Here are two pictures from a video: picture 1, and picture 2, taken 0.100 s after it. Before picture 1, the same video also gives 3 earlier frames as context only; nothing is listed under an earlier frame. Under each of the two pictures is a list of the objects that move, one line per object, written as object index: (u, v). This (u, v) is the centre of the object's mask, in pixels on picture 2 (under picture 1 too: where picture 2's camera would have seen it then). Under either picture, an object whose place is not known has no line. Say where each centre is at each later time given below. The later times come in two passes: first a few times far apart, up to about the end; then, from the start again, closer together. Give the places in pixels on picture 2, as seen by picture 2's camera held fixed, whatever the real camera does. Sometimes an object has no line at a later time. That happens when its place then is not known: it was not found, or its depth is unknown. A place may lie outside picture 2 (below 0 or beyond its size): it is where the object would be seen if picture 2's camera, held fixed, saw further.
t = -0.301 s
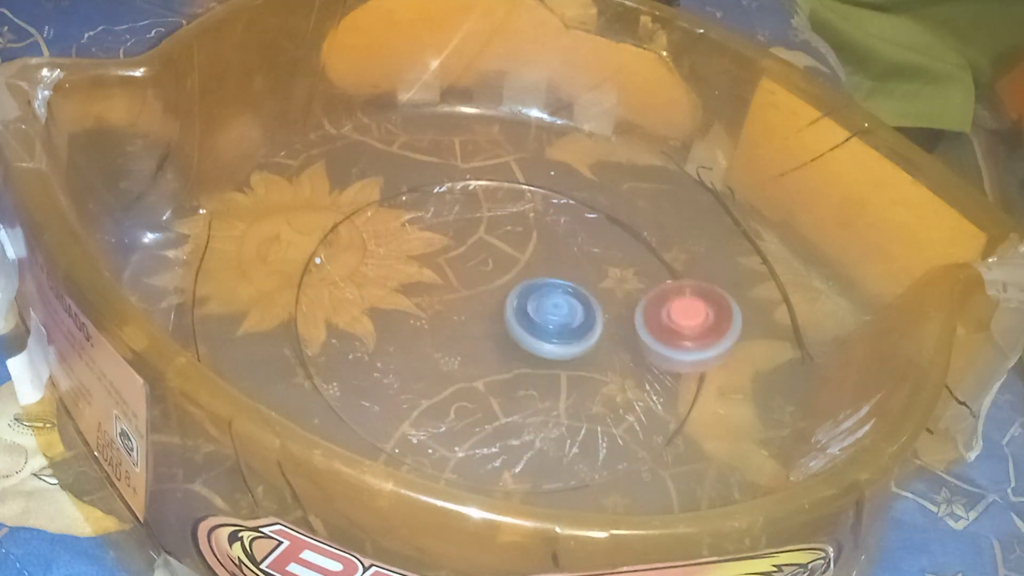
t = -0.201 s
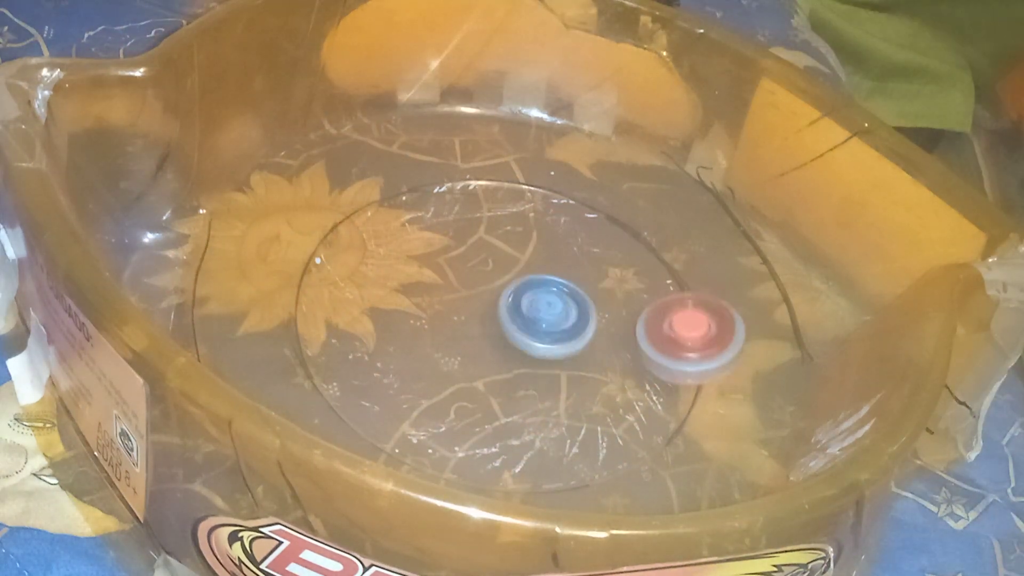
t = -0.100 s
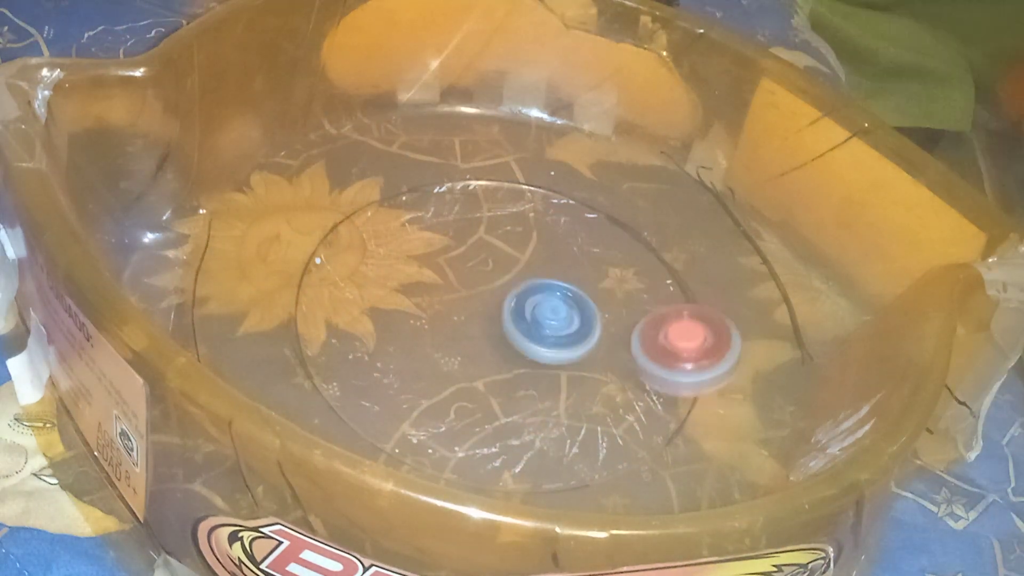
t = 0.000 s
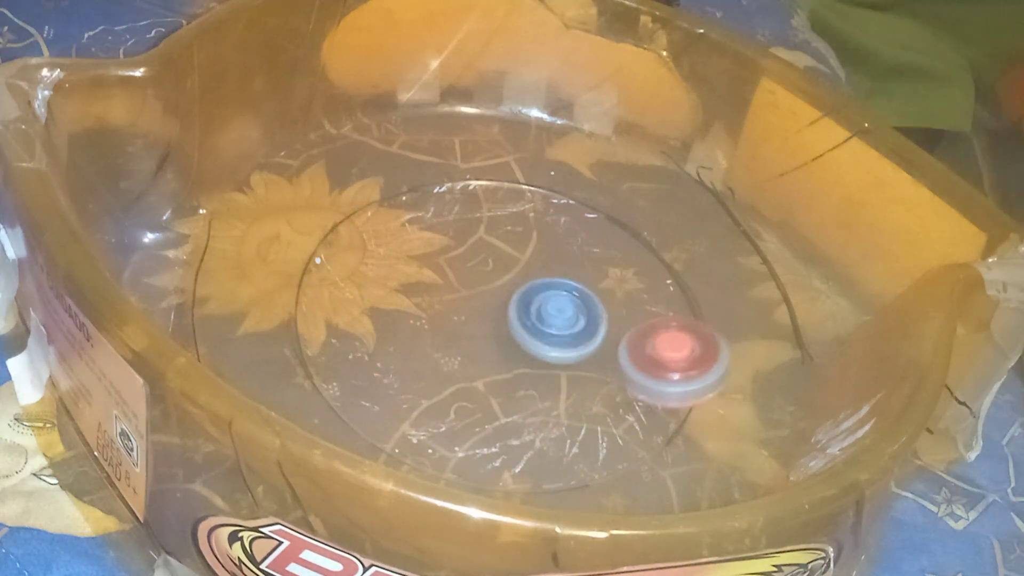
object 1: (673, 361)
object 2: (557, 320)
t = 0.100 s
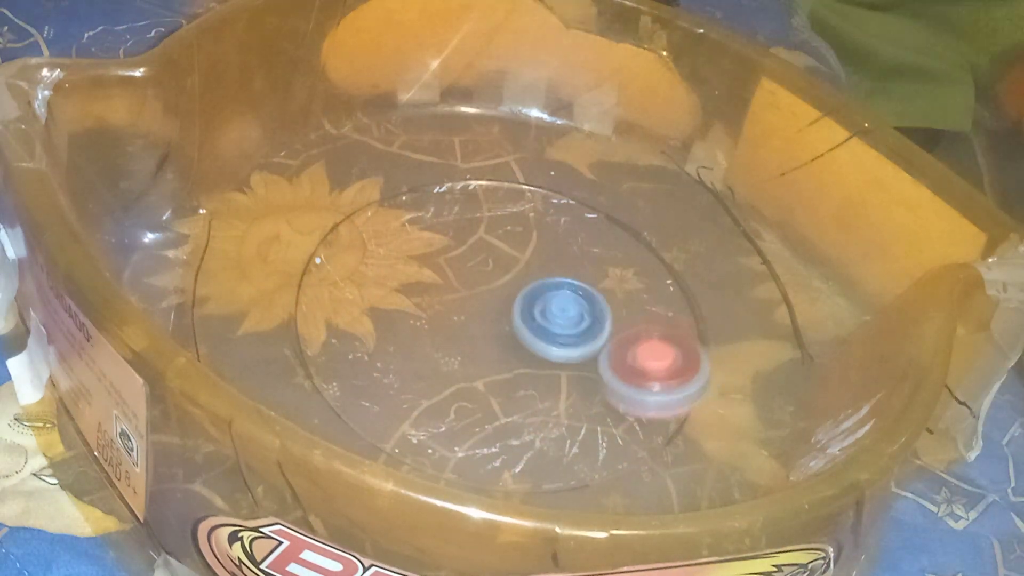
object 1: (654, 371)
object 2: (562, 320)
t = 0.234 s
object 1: (646, 405)
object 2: (534, 295)
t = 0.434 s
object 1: (603, 424)
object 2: (516, 286)
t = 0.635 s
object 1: (555, 418)
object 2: (533, 300)
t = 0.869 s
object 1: (507, 392)
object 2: (575, 317)
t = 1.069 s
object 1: (479, 349)
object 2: (612, 328)
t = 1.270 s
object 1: (469, 307)
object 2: (633, 330)
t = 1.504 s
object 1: (486, 269)
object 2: (613, 324)
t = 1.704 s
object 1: (517, 254)
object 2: (582, 329)
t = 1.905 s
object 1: (559, 256)
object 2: (554, 339)
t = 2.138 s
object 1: (612, 278)
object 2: (540, 356)
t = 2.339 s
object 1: (650, 306)
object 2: (554, 354)
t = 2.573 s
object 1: (672, 338)
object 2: (564, 335)
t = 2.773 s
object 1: (661, 361)
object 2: (562, 319)
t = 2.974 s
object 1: (623, 382)
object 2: (554, 312)
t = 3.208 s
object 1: (589, 419)
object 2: (534, 288)
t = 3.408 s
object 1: (548, 412)
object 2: (536, 288)
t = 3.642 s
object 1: (507, 381)
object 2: (564, 299)
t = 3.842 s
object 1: (486, 339)
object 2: (590, 311)
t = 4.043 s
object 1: (486, 301)
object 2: (610, 324)
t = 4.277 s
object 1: (514, 272)
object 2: (618, 337)
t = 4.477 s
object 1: (555, 266)
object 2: (608, 342)
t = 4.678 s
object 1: (598, 262)
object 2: (588, 358)
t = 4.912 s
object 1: (634, 277)
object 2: (557, 359)
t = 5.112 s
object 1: (654, 304)
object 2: (543, 346)
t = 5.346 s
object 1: (663, 337)
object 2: (551, 339)
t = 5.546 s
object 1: (660, 361)
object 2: (550, 330)
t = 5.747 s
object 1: (643, 386)
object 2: (550, 317)
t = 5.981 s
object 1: (597, 393)
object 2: (558, 313)
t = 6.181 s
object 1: (550, 383)
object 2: (558, 312)
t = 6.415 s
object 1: (511, 353)
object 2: (554, 296)
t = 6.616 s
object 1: (491, 317)
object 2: (557, 288)
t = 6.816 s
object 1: (492, 292)
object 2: (573, 286)
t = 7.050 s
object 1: (510, 275)
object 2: (598, 298)
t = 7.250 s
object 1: (529, 272)
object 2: (610, 314)
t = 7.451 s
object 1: (554, 275)
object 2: (608, 340)
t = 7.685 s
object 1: (598, 287)
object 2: (572, 368)
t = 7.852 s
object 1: (619, 313)
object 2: (551, 363)
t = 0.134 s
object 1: (658, 383)
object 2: (552, 310)
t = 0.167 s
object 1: (657, 394)
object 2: (543, 301)
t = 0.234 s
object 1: (646, 405)
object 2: (534, 295)
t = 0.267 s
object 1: (640, 408)
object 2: (530, 292)
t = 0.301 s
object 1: (632, 413)
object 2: (527, 291)
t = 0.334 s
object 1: (625, 416)
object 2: (523, 288)
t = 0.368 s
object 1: (618, 420)
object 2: (521, 286)
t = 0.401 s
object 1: (611, 422)
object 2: (518, 287)
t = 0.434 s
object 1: (603, 424)
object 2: (516, 286)
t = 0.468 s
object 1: (595, 424)
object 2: (517, 288)
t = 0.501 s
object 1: (587, 424)
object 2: (518, 291)
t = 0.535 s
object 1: (579, 424)
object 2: (520, 292)
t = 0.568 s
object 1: (572, 422)
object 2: (525, 294)
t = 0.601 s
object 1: (563, 420)
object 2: (529, 298)
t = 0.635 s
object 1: (555, 418)
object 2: (533, 300)
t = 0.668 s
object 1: (547, 415)
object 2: (539, 302)
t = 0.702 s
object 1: (538, 413)
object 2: (545, 306)
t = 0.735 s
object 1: (531, 409)
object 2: (550, 309)
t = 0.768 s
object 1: (525, 405)
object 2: (556, 309)
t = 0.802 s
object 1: (518, 401)
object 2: (563, 312)
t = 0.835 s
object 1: (512, 395)
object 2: (569, 316)
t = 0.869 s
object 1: (507, 392)
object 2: (575, 317)
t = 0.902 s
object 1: (500, 385)
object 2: (582, 319)
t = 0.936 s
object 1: (495, 378)
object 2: (589, 322)
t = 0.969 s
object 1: (491, 371)
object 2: (593, 323)
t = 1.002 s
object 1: (486, 364)
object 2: (601, 325)
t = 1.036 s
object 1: (483, 357)
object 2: (607, 328)
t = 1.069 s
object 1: (479, 349)
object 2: (612, 328)
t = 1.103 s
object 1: (476, 342)
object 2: (618, 329)
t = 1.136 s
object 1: (474, 334)
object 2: (623, 331)
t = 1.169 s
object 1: (471, 327)
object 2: (625, 331)
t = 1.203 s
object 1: (470, 320)
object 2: (630, 330)
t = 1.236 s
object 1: (469, 314)
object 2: (632, 331)
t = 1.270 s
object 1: (469, 307)
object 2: (633, 330)
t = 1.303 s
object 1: (470, 301)
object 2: (634, 327)
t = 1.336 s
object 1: (471, 295)
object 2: (633, 327)
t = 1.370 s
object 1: (472, 289)
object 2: (630, 326)
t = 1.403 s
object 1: (475, 283)
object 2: (626, 324)
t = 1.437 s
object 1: (477, 278)
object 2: (623, 323)
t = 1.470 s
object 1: (481, 274)
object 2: (619, 324)
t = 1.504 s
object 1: (486, 269)
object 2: (613, 324)
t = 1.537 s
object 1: (490, 265)
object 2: (610, 324)
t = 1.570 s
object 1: (495, 262)
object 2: (605, 325)
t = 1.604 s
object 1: (500, 259)
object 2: (598, 325)
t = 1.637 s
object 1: (505, 257)
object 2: (592, 326)
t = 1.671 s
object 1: (511, 255)
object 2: (587, 327)
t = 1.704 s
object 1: (517, 254)
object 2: (582, 329)
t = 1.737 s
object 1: (524, 253)
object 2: (576, 329)
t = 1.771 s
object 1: (530, 252)
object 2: (572, 331)
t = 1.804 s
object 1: (537, 252)
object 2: (568, 333)
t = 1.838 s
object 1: (544, 253)
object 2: (561, 335)
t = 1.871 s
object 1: (551, 254)
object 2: (557, 337)
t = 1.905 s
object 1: (559, 256)
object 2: (554, 339)
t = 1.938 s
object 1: (567, 258)
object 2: (549, 342)
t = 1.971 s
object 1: (574, 262)
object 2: (546, 343)
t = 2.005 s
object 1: (582, 265)
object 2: (544, 346)
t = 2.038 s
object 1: (590, 267)
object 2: (541, 349)
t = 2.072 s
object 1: (597, 271)
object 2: (539, 351)
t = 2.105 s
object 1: (605, 274)
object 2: (539, 353)
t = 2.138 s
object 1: (612, 278)
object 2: (540, 356)
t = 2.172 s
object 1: (619, 283)
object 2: (540, 357)
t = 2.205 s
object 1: (626, 287)
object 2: (542, 356)
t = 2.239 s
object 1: (632, 291)
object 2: (546, 357)
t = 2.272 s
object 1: (639, 296)
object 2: (548, 358)
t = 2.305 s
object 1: (645, 302)
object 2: (550, 356)
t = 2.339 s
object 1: (650, 306)
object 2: (554, 354)
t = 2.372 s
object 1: (656, 311)
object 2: (556, 352)
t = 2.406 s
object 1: (660, 316)
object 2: (557, 350)
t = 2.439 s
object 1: (664, 321)
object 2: (558, 347)
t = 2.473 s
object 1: (667, 326)
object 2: (560, 344)
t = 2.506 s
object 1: (669, 330)
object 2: (562, 343)
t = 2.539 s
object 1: (671, 334)
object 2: (562, 340)
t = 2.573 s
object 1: (672, 338)
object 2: (564, 335)
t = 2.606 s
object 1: (672, 343)
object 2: (565, 333)
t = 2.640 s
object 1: (672, 346)
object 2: (564, 329)
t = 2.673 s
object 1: (670, 350)
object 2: (563, 326)
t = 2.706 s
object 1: (668, 355)
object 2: (563, 323)
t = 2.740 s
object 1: (665, 358)
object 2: (564, 321)
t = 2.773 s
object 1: (661, 361)
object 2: (562, 319)
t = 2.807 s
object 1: (656, 365)
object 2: (561, 315)
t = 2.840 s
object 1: (651, 366)
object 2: (560, 314)
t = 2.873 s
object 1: (644, 373)
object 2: (558, 313)
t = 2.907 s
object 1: (638, 377)
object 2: (555, 312)
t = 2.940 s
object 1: (630, 379)
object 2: (554, 312)
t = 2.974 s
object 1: (623, 382)
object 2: (554, 312)
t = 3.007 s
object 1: (624, 397)
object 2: (547, 306)
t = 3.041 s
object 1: (621, 404)
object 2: (542, 298)
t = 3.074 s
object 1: (616, 412)
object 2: (541, 297)
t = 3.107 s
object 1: (610, 414)
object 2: (540, 295)
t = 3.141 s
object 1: (603, 416)
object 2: (537, 293)
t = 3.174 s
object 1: (595, 418)
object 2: (534, 289)
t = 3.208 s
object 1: (589, 419)
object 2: (534, 288)
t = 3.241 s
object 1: (582, 419)
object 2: (533, 287)
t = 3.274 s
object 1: (576, 419)
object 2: (532, 287)
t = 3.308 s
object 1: (569, 418)
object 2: (532, 286)
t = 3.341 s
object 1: (561, 417)
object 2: (534, 286)
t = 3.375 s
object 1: (555, 415)
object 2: (535, 287)
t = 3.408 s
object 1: (548, 412)
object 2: (536, 288)
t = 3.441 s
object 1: (541, 409)
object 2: (539, 288)
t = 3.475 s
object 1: (533, 406)
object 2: (543, 290)
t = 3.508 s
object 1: (527, 402)
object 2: (546, 291)
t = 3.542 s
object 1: (521, 397)
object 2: (549, 294)
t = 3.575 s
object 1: (516, 392)
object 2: (553, 295)
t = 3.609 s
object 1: (511, 387)
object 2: (559, 297)
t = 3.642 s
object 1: (507, 381)
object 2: (564, 299)
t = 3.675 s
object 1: (501, 374)
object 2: (569, 302)
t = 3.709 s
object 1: (497, 367)
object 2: (573, 303)
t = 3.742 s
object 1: (494, 360)
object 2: (578, 304)
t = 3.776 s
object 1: (491, 354)
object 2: (583, 307)
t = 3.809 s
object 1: (488, 347)
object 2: (587, 310)
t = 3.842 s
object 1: (486, 339)
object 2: (590, 311)
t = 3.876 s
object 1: (485, 333)
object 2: (594, 312)
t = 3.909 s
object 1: (484, 326)
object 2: (599, 315)
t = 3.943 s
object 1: (484, 319)
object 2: (602, 318)
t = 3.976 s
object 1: (484, 313)
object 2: (603, 319)
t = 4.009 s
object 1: (485, 307)
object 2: (606, 320)
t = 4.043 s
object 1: (486, 301)
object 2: (610, 324)
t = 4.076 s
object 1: (489, 295)
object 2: (612, 327)
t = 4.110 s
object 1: (491, 290)
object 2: (613, 329)
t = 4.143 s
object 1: (495, 286)
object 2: (615, 331)
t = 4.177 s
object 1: (499, 282)
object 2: (617, 333)
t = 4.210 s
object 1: (504, 278)
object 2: (617, 335)
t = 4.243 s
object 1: (509, 274)
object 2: (617, 337)
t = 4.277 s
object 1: (514, 272)
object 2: (618, 337)
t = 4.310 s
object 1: (520, 269)
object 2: (618, 339)
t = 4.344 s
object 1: (527, 268)
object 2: (617, 340)
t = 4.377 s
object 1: (534, 267)
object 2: (614, 340)
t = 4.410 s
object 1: (541, 267)
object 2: (612, 340)
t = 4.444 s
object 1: (548, 266)
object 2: (610, 341)
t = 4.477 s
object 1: (555, 266)
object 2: (608, 342)
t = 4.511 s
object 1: (562, 266)
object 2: (604, 343)
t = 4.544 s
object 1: (570, 266)
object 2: (600, 344)
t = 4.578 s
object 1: (578, 262)
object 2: (598, 349)
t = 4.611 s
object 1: (585, 261)
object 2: (596, 355)
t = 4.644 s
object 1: (592, 261)
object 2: (592, 357)
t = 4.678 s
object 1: (598, 262)
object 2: (588, 358)
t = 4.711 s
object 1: (604, 263)
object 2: (585, 359)
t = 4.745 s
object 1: (609, 264)
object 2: (582, 361)
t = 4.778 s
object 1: (614, 266)
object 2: (578, 362)
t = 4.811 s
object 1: (620, 268)
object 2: (573, 363)
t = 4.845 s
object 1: (625, 270)
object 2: (568, 362)
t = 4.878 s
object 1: (629, 274)
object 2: (562, 361)
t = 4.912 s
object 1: (634, 277)
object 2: (557, 359)
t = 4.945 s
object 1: (638, 281)
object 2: (554, 358)
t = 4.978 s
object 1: (642, 285)
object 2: (551, 357)
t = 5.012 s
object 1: (645, 290)
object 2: (548, 356)
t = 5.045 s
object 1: (649, 294)
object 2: (544, 353)
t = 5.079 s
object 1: (652, 299)
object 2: (543, 349)
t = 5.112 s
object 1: (654, 304)
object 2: (543, 346)
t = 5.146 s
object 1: (656, 309)
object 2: (544, 346)
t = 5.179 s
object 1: (658, 315)
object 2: (544, 346)
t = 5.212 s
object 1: (659, 319)
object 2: (544, 344)
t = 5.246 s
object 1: (659, 324)
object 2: (544, 342)
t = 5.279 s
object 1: (658, 329)
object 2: (548, 340)
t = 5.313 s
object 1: (659, 333)
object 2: (552, 340)
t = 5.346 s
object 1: (663, 337)
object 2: (551, 339)
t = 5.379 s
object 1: (664, 341)
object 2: (551, 337)
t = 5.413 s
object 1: (663, 346)
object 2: (553, 335)
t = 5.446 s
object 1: (662, 349)
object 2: (555, 334)
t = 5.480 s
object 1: (662, 354)
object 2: (555, 333)
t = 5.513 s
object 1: (662, 358)
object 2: (552, 332)
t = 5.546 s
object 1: (660, 361)
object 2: (550, 330)
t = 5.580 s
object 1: (657, 365)
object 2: (550, 327)
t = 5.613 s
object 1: (653, 367)
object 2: (553, 324)
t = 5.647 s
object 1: (651, 372)
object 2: (553, 324)
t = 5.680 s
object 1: (651, 378)
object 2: (551, 322)
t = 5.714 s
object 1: (648, 382)
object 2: (550, 319)
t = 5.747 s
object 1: (643, 386)
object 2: (550, 317)
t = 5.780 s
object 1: (637, 390)
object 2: (552, 314)
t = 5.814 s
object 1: (633, 390)
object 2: (555, 312)
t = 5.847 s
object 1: (626, 392)
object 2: (558, 312)
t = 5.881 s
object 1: (618, 393)
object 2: (559, 312)
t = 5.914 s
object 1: (612, 394)
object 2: (560, 312)
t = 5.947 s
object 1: (605, 393)
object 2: (559, 313)
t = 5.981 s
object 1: (597, 393)
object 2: (558, 313)
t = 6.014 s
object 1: (589, 393)
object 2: (557, 314)
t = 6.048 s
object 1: (581, 391)
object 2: (555, 312)
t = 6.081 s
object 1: (573, 390)
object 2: (554, 312)
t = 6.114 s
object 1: (566, 388)
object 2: (555, 311)
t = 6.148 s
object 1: (559, 386)
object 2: (557, 311)
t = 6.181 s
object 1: (550, 383)
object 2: (558, 312)
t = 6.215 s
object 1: (543, 379)
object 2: (561, 310)
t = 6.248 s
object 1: (535, 378)
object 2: (566, 309)
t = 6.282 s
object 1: (528, 374)
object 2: (565, 305)
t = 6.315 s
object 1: (523, 370)
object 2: (562, 303)
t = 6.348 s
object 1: (518, 364)
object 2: (560, 301)
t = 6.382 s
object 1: (514, 359)
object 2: (557, 298)
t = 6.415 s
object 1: (511, 353)
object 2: (554, 296)
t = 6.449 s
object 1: (508, 346)
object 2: (552, 294)
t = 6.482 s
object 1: (503, 340)
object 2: (551, 291)
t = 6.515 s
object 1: (500, 334)
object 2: (551, 290)
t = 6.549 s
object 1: (496, 329)
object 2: (552, 288)
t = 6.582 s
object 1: (493, 323)
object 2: (555, 288)
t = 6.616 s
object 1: (491, 317)
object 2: (557, 288)
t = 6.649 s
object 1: (488, 313)
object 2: (560, 286)
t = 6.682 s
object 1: (488, 309)
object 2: (564, 285)
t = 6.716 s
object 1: (488, 305)
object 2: (565, 285)
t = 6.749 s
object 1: (489, 300)
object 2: (567, 284)
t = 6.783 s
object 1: (490, 296)
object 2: (571, 285)
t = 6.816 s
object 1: (492, 292)
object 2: (573, 286)
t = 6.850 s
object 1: (493, 289)
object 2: (580, 286)
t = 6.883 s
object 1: (496, 285)
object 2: (582, 288)
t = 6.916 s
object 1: (499, 282)
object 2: (584, 288)
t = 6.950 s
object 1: (500, 280)
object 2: (592, 291)
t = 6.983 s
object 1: (504, 278)
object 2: (595, 294)
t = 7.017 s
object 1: (507, 277)
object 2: (596, 296)
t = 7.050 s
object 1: (510, 275)
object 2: (598, 298)
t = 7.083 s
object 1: (513, 274)
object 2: (600, 299)
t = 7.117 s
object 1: (516, 272)
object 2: (603, 302)
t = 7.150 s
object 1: (519, 272)
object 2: (604, 303)
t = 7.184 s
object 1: (522, 271)
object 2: (607, 307)
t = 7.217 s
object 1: (526, 272)
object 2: (607, 310)
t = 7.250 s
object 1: (529, 272)
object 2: (610, 314)
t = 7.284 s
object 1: (534, 272)
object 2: (611, 320)
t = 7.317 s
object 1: (537, 273)
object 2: (614, 325)
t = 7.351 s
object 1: (541, 274)
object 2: (614, 329)
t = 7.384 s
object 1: (545, 274)
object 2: (612, 331)
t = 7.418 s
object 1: (550, 274)
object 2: (612, 336)
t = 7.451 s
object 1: (554, 275)
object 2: (608, 340)
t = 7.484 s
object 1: (558, 275)
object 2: (606, 344)
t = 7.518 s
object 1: (563, 276)
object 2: (602, 348)
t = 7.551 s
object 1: (566, 276)
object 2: (598, 348)
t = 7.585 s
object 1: (573, 277)
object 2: (592, 352)
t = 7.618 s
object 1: (580, 279)
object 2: (586, 356)
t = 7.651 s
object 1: (590, 281)
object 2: (579, 362)
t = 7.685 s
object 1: (598, 287)
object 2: (572, 368)
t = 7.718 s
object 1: (603, 292)
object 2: (568, 370)
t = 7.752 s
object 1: (607, 296)
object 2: (564, 369)
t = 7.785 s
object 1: (611, 301)
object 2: (559, 367)
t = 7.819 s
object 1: (615, 307)
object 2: (554, 365)
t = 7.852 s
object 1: (619, 313)
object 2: (551, 363)
